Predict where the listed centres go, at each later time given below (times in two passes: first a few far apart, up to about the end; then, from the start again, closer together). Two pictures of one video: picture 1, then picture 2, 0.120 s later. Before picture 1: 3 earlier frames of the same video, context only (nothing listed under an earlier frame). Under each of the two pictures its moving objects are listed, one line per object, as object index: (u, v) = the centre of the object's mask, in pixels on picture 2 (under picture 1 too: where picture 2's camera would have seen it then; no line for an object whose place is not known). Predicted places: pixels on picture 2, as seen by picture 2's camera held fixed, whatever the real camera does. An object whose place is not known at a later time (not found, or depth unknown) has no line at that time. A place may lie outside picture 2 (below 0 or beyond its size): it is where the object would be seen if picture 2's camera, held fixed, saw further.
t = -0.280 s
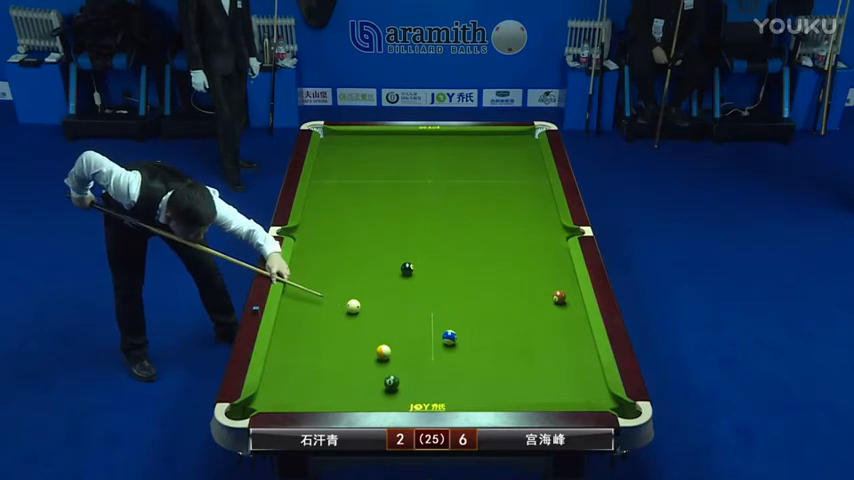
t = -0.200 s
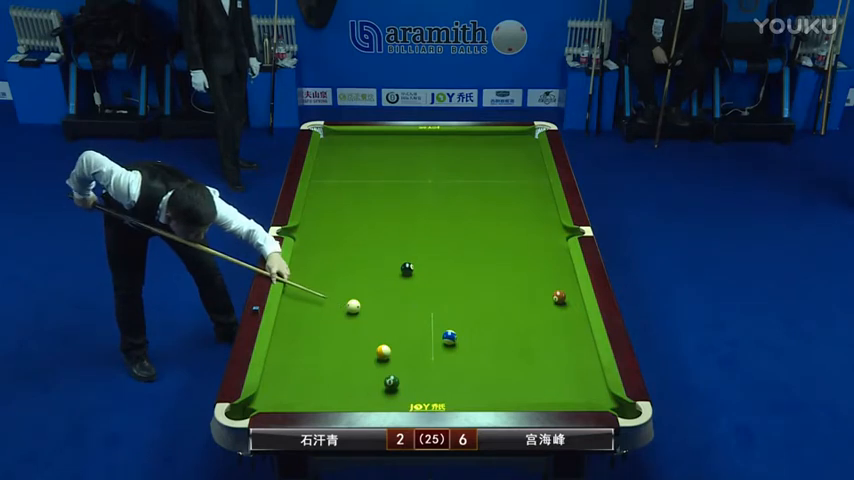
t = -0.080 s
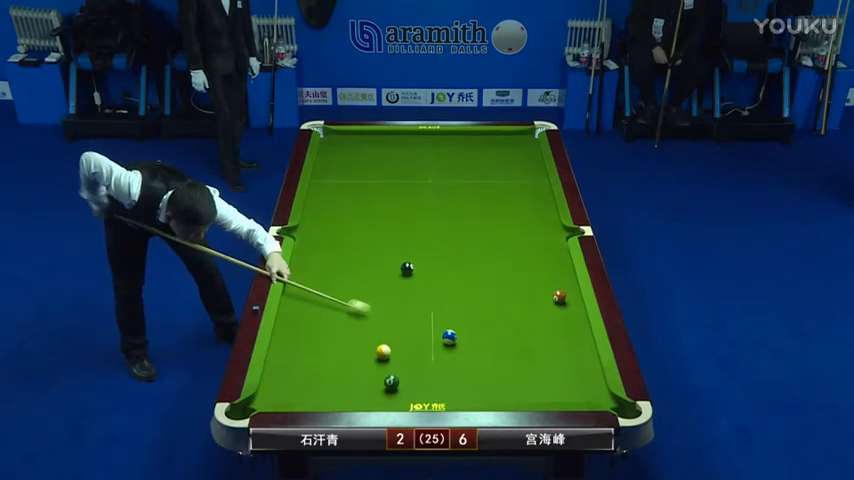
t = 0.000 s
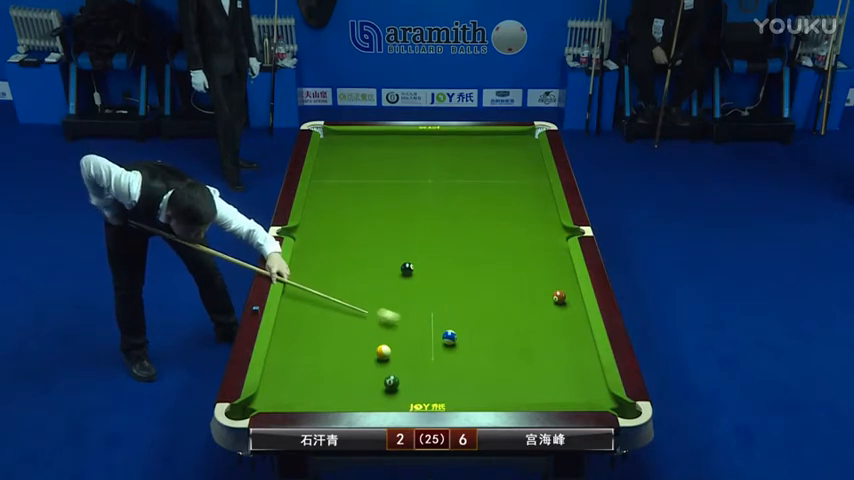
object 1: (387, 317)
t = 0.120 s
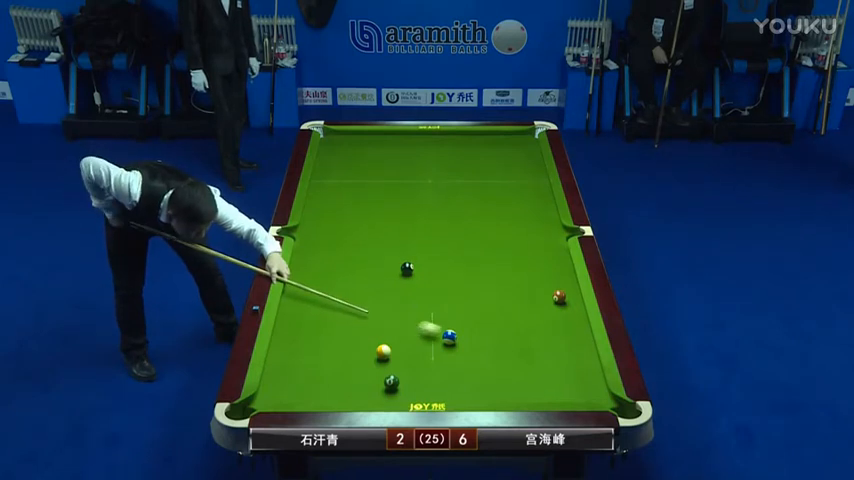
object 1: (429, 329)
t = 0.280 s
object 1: (442, 331)
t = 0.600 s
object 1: (453, 329)
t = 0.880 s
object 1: (462, 328)
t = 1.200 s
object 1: (469, 326)
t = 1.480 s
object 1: (474, 326)
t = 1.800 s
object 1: (478, 325)
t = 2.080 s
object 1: (480, 325)
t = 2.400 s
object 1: (480, 325)
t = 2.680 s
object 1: (480, 325)
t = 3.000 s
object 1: (480, 325)
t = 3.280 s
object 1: (480, 325)
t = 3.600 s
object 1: (480, 325)
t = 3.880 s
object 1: (480, 325)
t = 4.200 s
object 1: (480, 325)
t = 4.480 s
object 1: (480, 325)
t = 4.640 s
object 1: (480, 325)
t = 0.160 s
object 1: (438, 332)
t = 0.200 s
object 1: (439, 332)
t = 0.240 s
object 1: (441, 331)
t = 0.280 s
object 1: (442, 331)
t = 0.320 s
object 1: (444, 331)
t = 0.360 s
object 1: (445, 331)
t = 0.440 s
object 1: (448, 330)
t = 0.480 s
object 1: (449, 330)
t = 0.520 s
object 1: (451, 329)
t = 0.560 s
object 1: (452, 329)
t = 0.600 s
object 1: (453, 329)
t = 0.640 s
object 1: (455, 329)
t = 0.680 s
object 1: (456, 329)
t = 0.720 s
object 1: (457, 328)
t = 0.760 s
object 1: (458, 328)
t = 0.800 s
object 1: (459, 328)
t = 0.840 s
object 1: (461, 328)
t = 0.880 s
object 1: (462, 328)
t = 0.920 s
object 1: (463, 328)
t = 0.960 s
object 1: (464, 327)
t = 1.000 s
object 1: (465, 327)
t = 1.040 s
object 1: (466, 327)
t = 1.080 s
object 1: (467, 327)
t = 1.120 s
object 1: (467, 327)
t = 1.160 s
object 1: (468, 327)
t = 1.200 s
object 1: (469, 326)
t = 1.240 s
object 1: (470, 326)
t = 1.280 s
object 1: (471, 326)
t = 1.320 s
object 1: (471, 326)
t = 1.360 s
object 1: (472, 326)
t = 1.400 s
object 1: (473, 326)
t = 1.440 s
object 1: (473, 326)
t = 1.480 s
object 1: (474, 326)
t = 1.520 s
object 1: (475, 326)
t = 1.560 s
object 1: (475, 326)
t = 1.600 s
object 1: (476, 326)
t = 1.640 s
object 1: (476, 326)
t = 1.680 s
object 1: (477, 325)
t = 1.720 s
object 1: (477, 326)
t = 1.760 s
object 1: (477, 326)
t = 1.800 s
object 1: (478, 325)
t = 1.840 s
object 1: (478, 325)
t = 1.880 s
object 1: (479, 325)
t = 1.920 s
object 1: (479, 325)
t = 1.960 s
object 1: (479, 325)
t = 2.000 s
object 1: (479, 325)
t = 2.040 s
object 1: (480, 325)
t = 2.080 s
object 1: (480, 325)
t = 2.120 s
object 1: (480, 325)
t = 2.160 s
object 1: (480, 325)
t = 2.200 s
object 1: (480, 325)
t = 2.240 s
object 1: (480, 325)
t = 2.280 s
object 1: (480, 325)
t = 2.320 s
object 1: (480, 325)
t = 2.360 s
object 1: (480, 325)
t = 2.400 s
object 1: (480, 325)
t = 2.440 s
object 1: (480, 325)
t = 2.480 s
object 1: (480, 325)
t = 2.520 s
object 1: (480, 325)
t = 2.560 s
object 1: (480, 325)
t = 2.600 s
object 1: (480, 325)
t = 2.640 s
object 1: (480, 325)
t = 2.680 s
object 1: (480, 325)
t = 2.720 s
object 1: (480, 325)
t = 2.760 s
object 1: (480, 325)
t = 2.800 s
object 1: (480, 325)
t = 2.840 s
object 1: (480, 325)
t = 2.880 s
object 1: (480, 325)
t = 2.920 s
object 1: (480, 325)
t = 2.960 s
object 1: (480, 325)
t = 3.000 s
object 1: (480, 325)
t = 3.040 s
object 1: (480, 325)
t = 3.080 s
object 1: (480, 325)
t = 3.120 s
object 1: (480, 325)
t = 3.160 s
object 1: (480, 325)
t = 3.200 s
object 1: (480, 325)
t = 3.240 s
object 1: (480, 325)
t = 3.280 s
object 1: (480, 325)
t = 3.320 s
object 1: (480, 325)
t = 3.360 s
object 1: (480, 325)
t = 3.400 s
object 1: (480, 325)
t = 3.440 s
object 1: (480, 325)
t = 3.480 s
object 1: (480, 325)
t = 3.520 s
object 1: (480, 325)
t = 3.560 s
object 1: (480, 325)
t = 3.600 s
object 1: (480, 325)
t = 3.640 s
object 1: (480, 325)
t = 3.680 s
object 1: (480, 325)
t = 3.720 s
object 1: (480, 325)
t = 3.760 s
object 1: (480, 325)
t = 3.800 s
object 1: (480, 325)
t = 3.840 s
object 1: (480, 325)
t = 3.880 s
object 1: (480, 325)
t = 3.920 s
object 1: (480, 325)
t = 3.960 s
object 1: (480, 325)
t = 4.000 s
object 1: (480, 325)
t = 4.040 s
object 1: (480, 325)
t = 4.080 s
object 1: (480, 325)
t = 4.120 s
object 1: (480, 325)
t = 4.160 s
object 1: (480, 325)
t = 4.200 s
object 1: (480, 325)
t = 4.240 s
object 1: (480, 325)
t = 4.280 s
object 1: (480, 325)
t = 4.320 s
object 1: (480, 325)
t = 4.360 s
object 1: (480, 325)
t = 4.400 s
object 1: (480, 325)
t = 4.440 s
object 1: (480, 325)
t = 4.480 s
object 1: (480, 325)
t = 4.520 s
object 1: (480, 325)
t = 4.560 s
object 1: (480, 325)
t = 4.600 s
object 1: (480, 325)
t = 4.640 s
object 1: (480, 325)
